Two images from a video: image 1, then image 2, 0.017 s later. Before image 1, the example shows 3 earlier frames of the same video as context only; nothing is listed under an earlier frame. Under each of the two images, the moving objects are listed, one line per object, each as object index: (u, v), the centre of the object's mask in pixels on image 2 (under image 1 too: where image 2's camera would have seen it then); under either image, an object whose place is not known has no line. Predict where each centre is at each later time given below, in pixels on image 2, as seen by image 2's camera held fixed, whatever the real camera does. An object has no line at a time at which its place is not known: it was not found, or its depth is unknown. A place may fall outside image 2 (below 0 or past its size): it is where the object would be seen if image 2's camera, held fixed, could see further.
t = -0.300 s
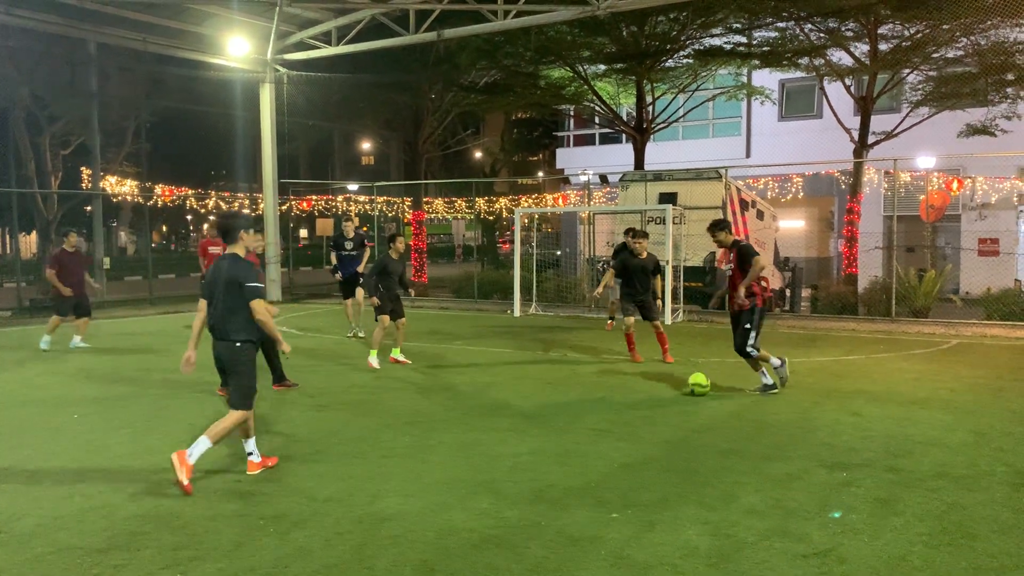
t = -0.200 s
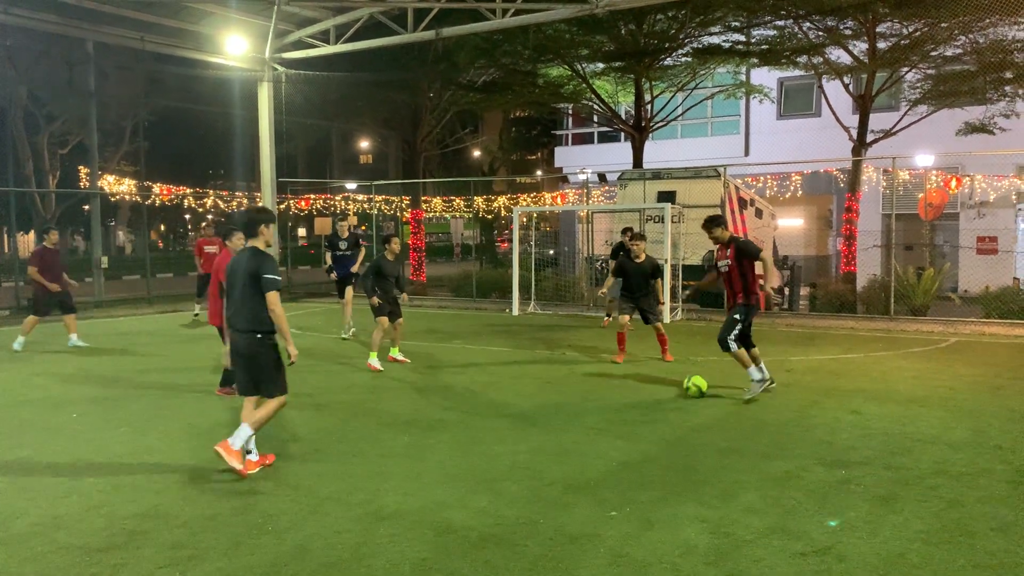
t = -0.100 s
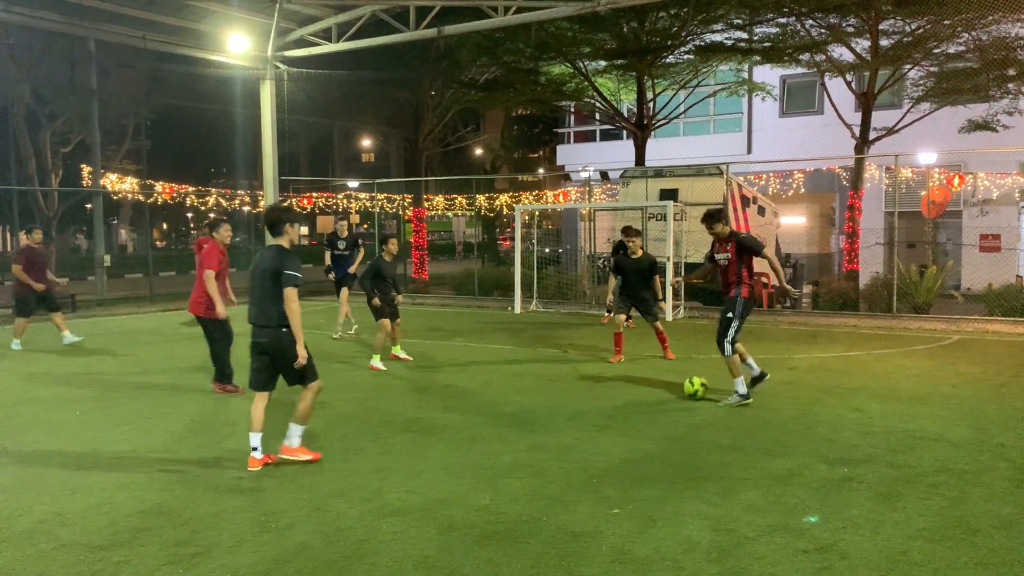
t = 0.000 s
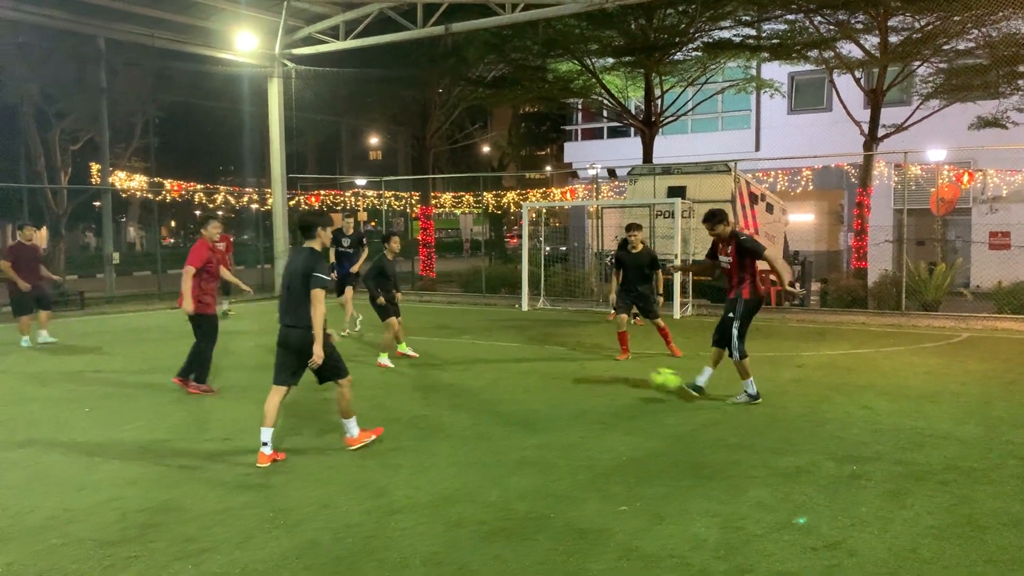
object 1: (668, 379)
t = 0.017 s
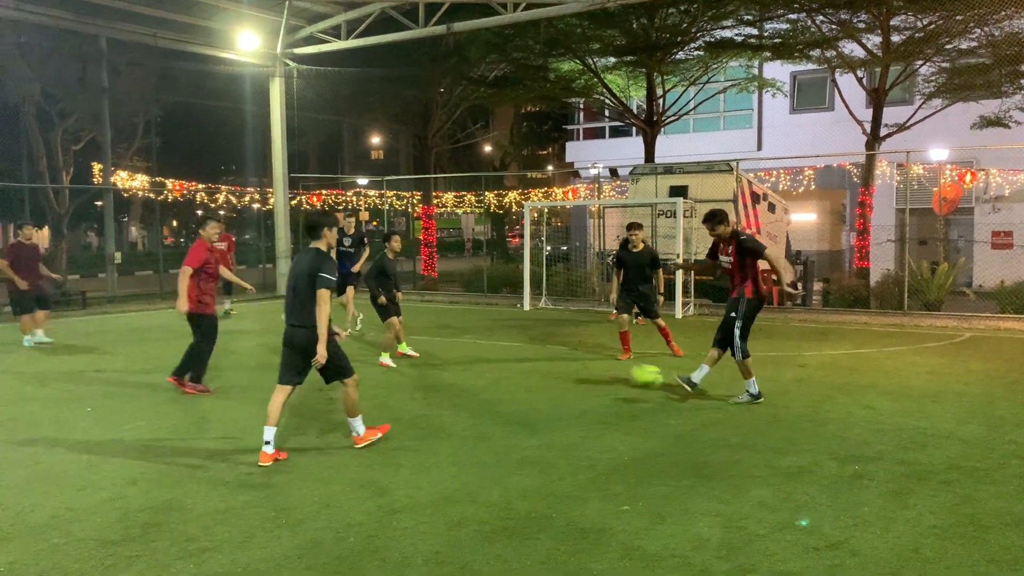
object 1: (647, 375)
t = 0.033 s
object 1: (624, 372)
